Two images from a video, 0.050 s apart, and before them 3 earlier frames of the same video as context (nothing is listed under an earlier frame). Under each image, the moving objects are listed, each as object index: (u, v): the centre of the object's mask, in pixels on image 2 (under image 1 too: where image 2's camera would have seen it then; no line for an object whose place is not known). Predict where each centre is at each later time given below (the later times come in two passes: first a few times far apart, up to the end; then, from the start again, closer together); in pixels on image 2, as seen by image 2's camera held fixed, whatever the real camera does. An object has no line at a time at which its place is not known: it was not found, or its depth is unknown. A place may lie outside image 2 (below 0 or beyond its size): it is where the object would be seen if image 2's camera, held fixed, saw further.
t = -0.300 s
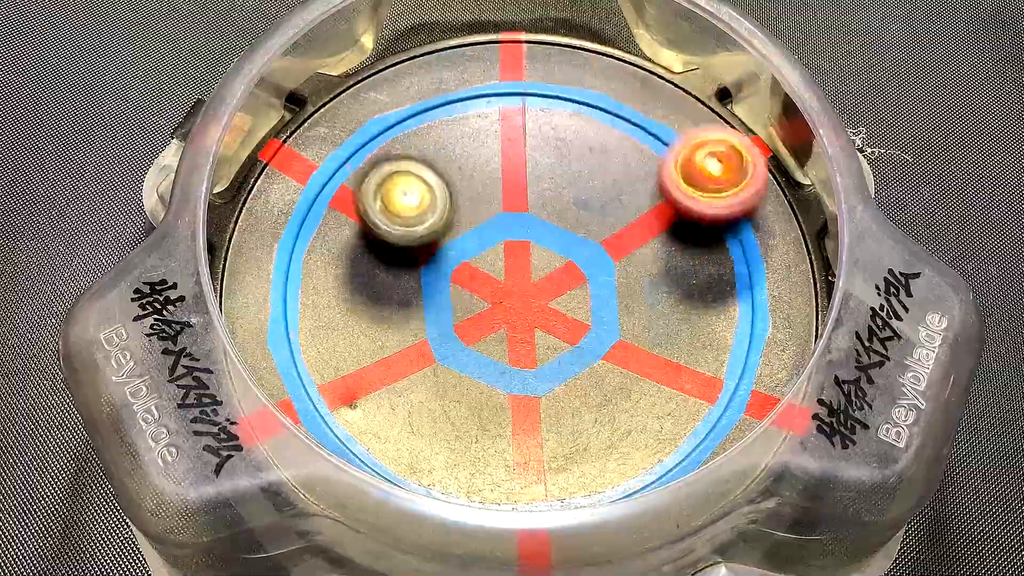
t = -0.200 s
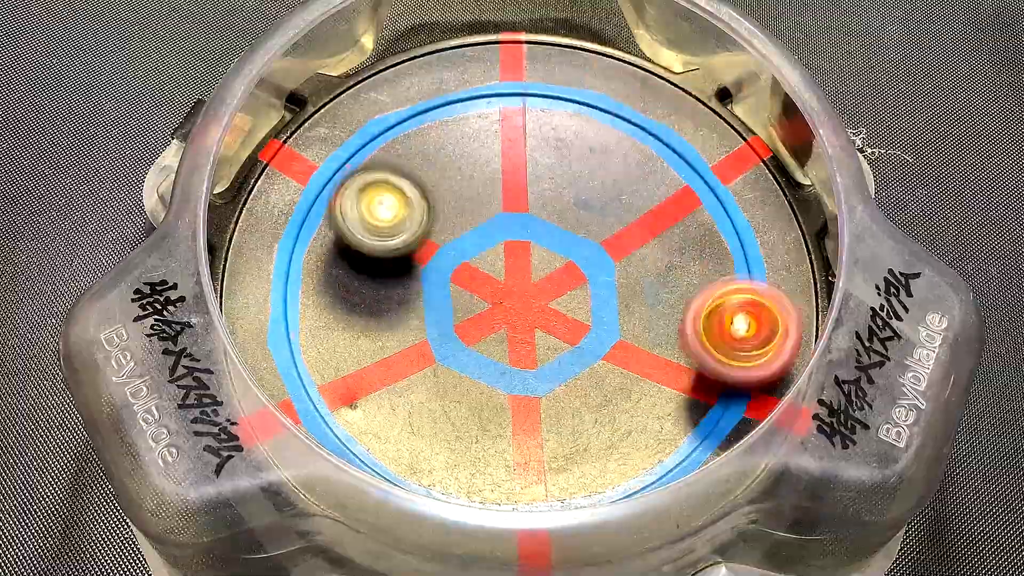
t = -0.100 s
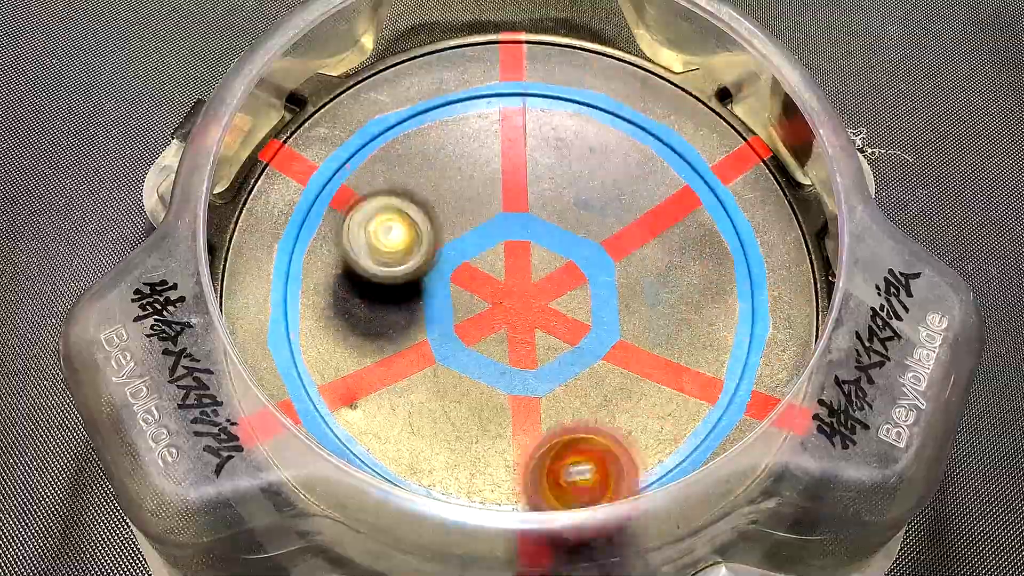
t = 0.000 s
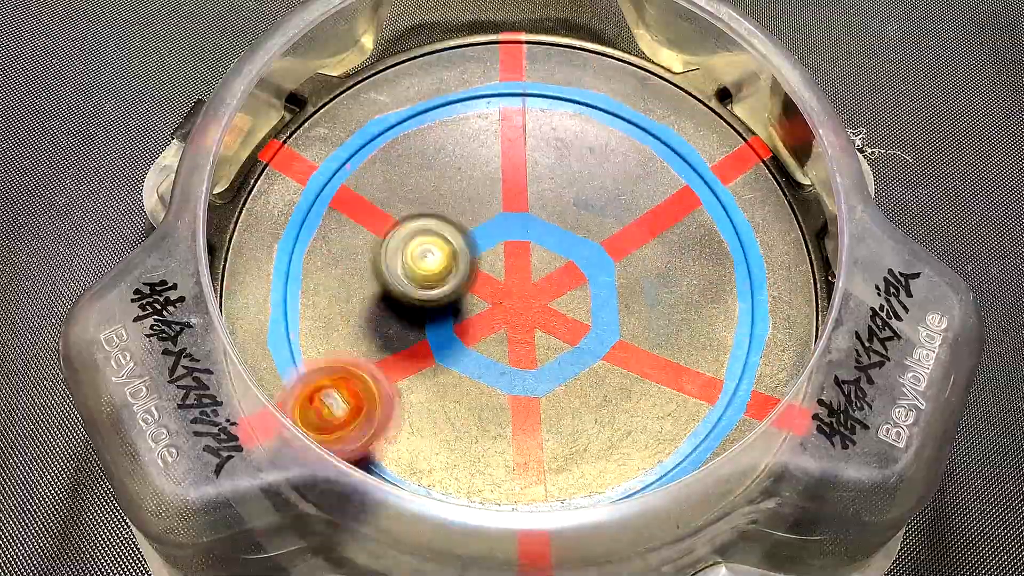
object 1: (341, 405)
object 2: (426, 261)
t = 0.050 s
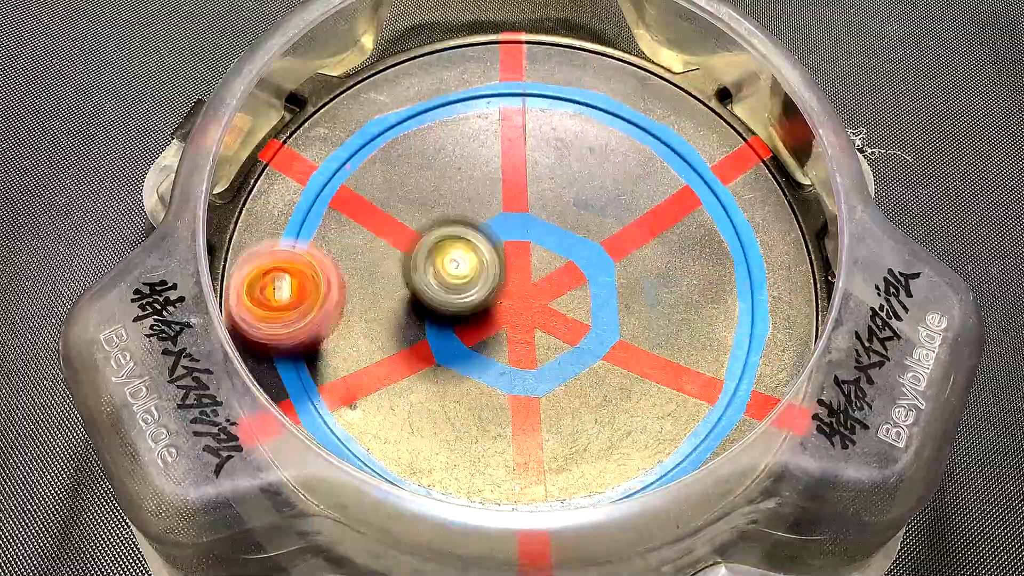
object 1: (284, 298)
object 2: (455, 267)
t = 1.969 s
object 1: (550, 96)
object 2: (537, 504)
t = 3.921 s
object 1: (643, 401)
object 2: (621, 76)
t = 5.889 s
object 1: (598, 169)
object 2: (365, 194)
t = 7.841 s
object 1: (522, 262)
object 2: (459, 343)
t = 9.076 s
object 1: (490, 285)
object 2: (579, 199)
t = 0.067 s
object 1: (285, 256)
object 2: (463, 269)
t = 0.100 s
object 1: (317, 174)
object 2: (485, 270)
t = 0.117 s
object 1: (345, 140)
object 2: (494, 270)
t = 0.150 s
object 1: (420, 94)
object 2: (515, 270)
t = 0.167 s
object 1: (462, 81)
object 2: (524, 270)
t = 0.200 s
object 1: (559, 83)
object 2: (543, 265)
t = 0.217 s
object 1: (603, 96)
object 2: (550, 262)
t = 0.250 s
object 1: (678, 144)
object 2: (567, 256)
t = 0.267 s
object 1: (710, 180)
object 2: (573, 254)
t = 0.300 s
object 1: (743, 265)
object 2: (584, 248)
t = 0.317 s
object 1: (743, 312)
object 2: (588, 246)
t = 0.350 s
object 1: (708, 397)
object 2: (595, 238)
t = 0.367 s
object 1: (672, 432)
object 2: (596, 235)
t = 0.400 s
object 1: (584, 468)
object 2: (596, 230)
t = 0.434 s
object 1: (479, 471)
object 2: (596, 224)
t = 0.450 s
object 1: (432, 459)
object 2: (594, 219)
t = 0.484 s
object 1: (346, 410)
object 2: (590, 215)
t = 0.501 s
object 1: (313, 372)
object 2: (588, 213)
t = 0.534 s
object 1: (286, 286)
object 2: (579, 208)
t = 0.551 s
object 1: (292, 242)
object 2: (575, 206)
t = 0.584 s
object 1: (331, 165)
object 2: (566, 203)
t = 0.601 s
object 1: (361, 134)
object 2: (561, 204)
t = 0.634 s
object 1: (439, 92)
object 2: (551, 200)
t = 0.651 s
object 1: (482, 85)
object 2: (546, 199)
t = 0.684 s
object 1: (572, 90)
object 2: (536, 197)
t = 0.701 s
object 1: (617, 105)
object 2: (531, 199)
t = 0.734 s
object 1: (689, 153)
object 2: (525, 201)
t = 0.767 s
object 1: (736, 227)
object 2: (520, 203)
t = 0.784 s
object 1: (747, 268)
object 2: (518, 204)
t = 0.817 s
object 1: (739, 355)
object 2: (517, 208)
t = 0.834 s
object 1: (717, 393)
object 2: (517, 211)
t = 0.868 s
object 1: (643, 450)
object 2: (518, 219)
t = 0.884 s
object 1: (599, 465)
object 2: (519, 224)
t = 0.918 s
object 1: (497, 475)
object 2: (523, 231)
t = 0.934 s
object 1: (450, 465)
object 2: (526, 235)
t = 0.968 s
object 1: (362, 422)
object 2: (535, 247)
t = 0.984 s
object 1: (327, 387)
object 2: (542, 255)
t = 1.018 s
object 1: (292, 306)
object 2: (559, 268)
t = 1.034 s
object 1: (292, 262)
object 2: (569, 273)
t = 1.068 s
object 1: (322, 183)
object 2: (590, 282)
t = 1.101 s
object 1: (380, 125)
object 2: (615, 286)
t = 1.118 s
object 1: (417, 104)
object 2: (625, 286)
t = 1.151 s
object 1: (500, 83)
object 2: (648, 281)
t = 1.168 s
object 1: (545, 85)
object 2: (660, 275)
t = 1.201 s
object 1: (629, 108)
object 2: (677, 261)
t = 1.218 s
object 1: (665, 128)
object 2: (684, 251)
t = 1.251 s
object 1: (721, 107)
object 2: (681, 310)
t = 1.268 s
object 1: (724, 97)
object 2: (675, 368)
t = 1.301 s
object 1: (706, 97)
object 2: (657, 444)
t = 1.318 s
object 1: (690, 105)
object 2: (643, 465)
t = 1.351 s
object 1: (656, 132)
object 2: (611, 491)
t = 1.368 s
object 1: (639, 150)
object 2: (587, 497)
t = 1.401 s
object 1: (600, 175)
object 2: (537, 497)
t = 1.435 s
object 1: (559, 198)
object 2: (493, 482)
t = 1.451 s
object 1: (536, 206)
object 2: (467, 471)
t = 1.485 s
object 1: (490, 221)
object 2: (435, 443)
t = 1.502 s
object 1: (469, 228)
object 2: (418, 431)
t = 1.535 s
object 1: (427, 237)
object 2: (396, 407)
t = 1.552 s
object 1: (407, 241)
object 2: (385, 389)
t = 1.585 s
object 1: (366, 244)
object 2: (368, 363)
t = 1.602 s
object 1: (348, 245)
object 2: (362, 353)
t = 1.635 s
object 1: (307, 207)
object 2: (368, 368)
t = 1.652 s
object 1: (301, 186)
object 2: (372, 381)
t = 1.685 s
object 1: (322, 163)
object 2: (383, 406)
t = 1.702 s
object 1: (335, 156)
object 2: (388, 421)
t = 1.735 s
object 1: (361, 145)
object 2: (397, 443)
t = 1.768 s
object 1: (389, 133)
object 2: (417, 461)
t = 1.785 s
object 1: (402, 127)
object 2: (427, 468)
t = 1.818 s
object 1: (431, 117)
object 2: (453, 482)
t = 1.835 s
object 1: (445, 111)
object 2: (463, 488)
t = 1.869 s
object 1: (469, 103)
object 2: (485, 497)
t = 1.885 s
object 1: (483, 99)
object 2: (498, 507)
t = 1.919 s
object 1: (510, 91)
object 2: (515, 509)
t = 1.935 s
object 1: (523, 90)
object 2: (520, 507)
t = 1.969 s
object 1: (550, 96)
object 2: (537, 504)
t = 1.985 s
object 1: (563, 103)
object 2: (545, 497)
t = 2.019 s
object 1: (585, 122)
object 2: (554, 481)
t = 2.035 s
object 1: (594, 135)
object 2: (561, 471)
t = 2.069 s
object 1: (607, 167)
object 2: (576, 444)
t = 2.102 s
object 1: (612, 203)
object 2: (586, 410)
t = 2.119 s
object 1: (612, 223)
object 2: (585, 392)
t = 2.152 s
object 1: (606, 261)
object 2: (583, 360)
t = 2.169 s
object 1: (605, 256)
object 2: (572, 374)
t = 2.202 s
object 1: (600, 243)
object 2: (544, 396)
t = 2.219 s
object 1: (595, 238)
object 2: (532, 406)
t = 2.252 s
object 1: (582, 232)
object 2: (507, 428)
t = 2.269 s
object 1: (575, 230)
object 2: (498, 436)
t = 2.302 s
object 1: (556, 231)
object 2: (477, 452)
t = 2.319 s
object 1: (544, 234)
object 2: (474, 460)
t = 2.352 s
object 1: (514, 238)
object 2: (463, 470)
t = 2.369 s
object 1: (499, 240)
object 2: (460, 473)
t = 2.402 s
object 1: (467, 241)
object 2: (463, 467)
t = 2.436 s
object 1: (435, 236)
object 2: (465, 455)
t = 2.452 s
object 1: (420, 233)
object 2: (470, 452)
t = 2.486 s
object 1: (393, 224)
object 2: (471, 437)
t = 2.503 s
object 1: (380, 218)
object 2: (475, 433)
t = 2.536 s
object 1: (359, 203)
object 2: (474, 420)
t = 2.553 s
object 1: (352, 194)
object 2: (475, 415)
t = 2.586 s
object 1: (341, 178)
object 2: (473, 398)
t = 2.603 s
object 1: (337, 168)
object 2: (471, 395)
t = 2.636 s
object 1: (346, 155)
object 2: (464, 378)
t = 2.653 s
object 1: (358, 153)
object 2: (461, 371)
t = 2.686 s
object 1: (383, 150)
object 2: (452, 356)
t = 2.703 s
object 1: (396, 149)
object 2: (446, 350)
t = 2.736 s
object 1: (422, 144)
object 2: (434, 335)
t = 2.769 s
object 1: (450, 141)
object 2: (417, 323)
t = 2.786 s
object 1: (465, 143)
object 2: (414, 317)
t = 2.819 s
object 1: (497, 153)
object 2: (397, 309)
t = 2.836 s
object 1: (512, 160)
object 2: (393, 305)
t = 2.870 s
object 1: (538, 180)
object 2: (377, 300)
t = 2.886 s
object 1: (551, 193)
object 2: (373, 297)
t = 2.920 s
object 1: (571, 222)
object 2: (361, 295)
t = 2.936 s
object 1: (578, 238)
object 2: (356, 295)
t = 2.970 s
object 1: (590, 272)
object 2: (347, 297)
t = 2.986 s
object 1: (593, 290)
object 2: (344, 299)
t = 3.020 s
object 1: (592, 327)
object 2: (341, 307)
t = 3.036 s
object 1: (590, 346)
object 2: (343, 310)
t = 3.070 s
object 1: (578, 381)
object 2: (351, 316)
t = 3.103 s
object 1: (558, 412)
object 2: (364, 321)
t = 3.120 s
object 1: (545, 426)
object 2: (374, 321)
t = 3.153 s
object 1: (516, 442)
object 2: (393, 319)
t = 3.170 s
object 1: (499, 448)
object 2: (406, 315)
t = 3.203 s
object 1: (463, 456)
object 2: (426, 307)
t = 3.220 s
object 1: (443, 470)
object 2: (438, 298)
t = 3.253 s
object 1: (409, 455)
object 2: (459, 283)
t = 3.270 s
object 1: (400, 437)
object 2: (466, 274)
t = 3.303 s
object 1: (372, 412)
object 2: (482, 254)
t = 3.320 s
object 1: (360, 398)
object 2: (488, 244)
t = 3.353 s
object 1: (339, 364)
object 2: (496, 225)
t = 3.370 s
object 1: (331, 348)
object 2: (500, 214)
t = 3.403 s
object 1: (313, 308)
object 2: (505, 199)
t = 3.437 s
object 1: (308, 268)
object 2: (506, 180)
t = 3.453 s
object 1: (309, 248)
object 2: (506, 172)
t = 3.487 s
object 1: (322, 212)
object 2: (501, 157)
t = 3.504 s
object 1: (334, 195)
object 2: (498, 148)
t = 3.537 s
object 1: (362, 169)
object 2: (492, 139)
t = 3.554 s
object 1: (380, 157)
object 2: (483, 132)
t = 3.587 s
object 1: (395, 152)
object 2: (499, 110)
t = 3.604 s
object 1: (403, 154)
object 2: (509, 98)
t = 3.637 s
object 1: (424, 160)
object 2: (522, 76)
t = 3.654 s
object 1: (436, 166)
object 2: (529, 76)
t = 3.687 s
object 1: (466, 180)
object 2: (540, 75)
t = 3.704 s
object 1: (483, 189)
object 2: (548, 78)
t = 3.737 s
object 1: (518, 213)
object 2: (556, 74)
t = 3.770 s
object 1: (552, 242)
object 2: (567, 70)
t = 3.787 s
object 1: (568, 257)
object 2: (572, 76)
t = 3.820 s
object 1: (597, 291)
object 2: (582, 73)
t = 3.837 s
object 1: (609, 310)
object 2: (591, 75)
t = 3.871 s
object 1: (629, 345)
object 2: (601, 74)
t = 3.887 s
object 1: (636, 364)
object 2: (610, 75)
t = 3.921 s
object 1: (643, 401)
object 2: (621, 76)
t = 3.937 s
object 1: (645, 418)
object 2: (626, 72)
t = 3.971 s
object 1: (638, 446)
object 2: (640, 78)
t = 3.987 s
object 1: (630, 456)
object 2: (645, 76)
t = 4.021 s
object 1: (604, 463)
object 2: (659, 79)
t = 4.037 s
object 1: (588, 466)
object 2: (665, 84)
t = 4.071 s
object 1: (555, 471)
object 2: (674, 91)
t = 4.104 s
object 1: (524, 468)
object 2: (682, 100)
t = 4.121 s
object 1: (507, 465)
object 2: (686, 107)
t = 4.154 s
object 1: (476, 457)
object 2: (693, 116)
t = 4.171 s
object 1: (462, 453)
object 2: (698, 120)
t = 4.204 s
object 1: (434, 441)
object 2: (705, 133)
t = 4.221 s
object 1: (420, 430)
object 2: (710, 137)
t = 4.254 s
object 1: (401, 403)
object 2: (717, 149)
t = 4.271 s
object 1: (395, 389)
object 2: (718, 152)
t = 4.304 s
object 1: (392, 356)
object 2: (723, 163)
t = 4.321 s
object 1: (394, 339)
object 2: (724, 174)
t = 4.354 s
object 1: (405, 307)
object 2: (723, 186)
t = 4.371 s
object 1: (413, 293)
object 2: (721, 191)
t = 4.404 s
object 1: (437, 265)
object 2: (710, 205)
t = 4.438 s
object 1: (464, 241)
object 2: (695, 219)
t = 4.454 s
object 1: (479, 230)
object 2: (687, 225)
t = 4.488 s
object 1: (510, 213)
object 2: (668, 239)
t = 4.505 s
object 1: (528, 206)
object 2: (659, 245)
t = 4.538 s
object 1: (564, 195)
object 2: (643, 262)
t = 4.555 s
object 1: (576, 187)
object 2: (640, 278)
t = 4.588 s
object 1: (592, 165)
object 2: (639, 307)
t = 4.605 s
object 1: (602, 158)
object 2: (640, 323)
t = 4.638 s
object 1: (619, 145)
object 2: (641, 351)
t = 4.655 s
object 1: (627, 139)
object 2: (643, 360)
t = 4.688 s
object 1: (646, 134)
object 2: (645, 383)
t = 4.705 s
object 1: (655, 134)
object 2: (645, 391)
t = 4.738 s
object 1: (673, 137)
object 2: (648, 410)
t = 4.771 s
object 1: (687, 146)
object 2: (650, 423)
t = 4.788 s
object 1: (691, 154)
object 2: (653, 430)
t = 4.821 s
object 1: (703, 171)
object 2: (655, 434)
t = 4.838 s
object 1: (709, 181)
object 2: (659, 435)
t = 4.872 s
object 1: (719, 202)
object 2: (657, 434)
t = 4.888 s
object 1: (722, 216)
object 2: (655, 435)
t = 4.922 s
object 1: (727, 243)
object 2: (649, 431)
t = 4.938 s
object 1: (724, 259)
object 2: (649, 429)
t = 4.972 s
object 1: (712, 290)
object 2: (643, 422)
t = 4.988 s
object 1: (701, 305)
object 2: (636, 418)
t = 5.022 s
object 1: (683, 311)
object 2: (607, 426)
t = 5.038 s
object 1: (680, 298)
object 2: (584, 447)
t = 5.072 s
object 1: (672, 271)
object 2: (538, 471)
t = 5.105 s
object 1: (660, 250)
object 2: (492, 479)
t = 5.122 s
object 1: (653, 241)
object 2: (472, 483)
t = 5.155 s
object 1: (636, 225)
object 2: (447, 484)
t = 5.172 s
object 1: (628, 219)
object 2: (434, 486)
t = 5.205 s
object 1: (611, 207)
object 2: (424, 481)
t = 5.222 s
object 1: (601, 204)
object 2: (415, 474)
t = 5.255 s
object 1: (585, 194)
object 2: (401, 458)
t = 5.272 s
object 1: (577, 189)
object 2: (394, 450)
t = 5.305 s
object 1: (560, 178)
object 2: (379, 437)
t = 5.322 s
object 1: (552, 173)
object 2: (370, 430)
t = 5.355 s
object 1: (535, 162)
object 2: (361, 416)
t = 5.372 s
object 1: (529, 156)
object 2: (358, 410)
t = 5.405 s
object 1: (518, 143)
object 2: (358, 392)
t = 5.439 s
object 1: (507, 132)
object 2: (362, 373)
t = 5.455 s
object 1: (502, 126)
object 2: (365, 358)
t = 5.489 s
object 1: (495, 117)
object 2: (367, 337)
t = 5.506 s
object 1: (491, 113)
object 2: (367, 329)
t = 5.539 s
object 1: (486, 108)
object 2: (369, 313)
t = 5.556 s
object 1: (484, 105)
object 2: (370, 306)
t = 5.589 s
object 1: (482, 105)
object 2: (376, 287)
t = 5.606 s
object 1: (481, 106)
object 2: (379, 281)
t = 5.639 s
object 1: (482, 112)
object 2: (384, 258)
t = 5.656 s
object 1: (482, 116)
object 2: (384, 249)
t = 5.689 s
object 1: (485, 127)
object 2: (387, 233)
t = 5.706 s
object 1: (487, 133)
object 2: (390, 225)
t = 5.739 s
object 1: (491, 147)
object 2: (396, 212)
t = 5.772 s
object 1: (496, 161)
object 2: (400, 199)
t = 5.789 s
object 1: (513, 160)
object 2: (391, 197)
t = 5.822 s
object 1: (545, 161)
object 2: (374, 196)
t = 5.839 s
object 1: (559, 162)
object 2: (368, 198)
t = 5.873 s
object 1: (586, 166)
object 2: (363, 197)
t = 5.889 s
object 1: (598, 169)
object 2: (365, 194)
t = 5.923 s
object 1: (616, 178)
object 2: (371, 193)
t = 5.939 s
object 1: (623, 185)
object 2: (379, 192)
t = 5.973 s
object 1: (633, 205)
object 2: (391, 186)
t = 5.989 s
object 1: (636, 216)
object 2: (398, 183)
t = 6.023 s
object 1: (636, 241)
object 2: (415, 176)
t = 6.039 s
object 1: (634, 255)
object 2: (424, 170)
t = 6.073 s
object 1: (624, 285)
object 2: (442, 165)
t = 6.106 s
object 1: (609, 314)
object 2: (458, 158)
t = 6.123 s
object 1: (598, 328)
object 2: (468, 151)
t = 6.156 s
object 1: (571, 354)
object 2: (483, 144)
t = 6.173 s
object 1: (557, 366)
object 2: (492, 143)
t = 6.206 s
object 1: (526, 386)
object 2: (508, 135)
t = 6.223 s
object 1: (511, 393)
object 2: (513, 131)
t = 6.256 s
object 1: (477, 405)
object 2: (526, 123)
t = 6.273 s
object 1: (461, 408)
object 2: (533, 118)
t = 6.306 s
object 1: (428, 413)
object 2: (544, 114)
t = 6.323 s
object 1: (412, 412)
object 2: (551, 115)
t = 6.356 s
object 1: (381, 405)
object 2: (560, 110)
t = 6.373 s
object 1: (367, 401)
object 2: (563, 110)
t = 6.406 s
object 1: (342, 388)
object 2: (567, 114)
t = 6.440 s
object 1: (324, 372)
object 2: (572, 119)
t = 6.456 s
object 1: (318, 364)
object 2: (574, 123)
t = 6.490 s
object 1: (314, 348)
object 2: (578, 133)
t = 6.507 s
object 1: (314, 340)
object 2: (581, 137)
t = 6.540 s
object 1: (318, 328)
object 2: (586, 149)
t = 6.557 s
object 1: (322, 322)
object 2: (590, 158)
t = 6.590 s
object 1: (333, 312)
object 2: (596, 172)
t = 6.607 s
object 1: (339, 308)
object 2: (599, 181)
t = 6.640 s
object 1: (352, 301)
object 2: (608, 198)
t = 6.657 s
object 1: (360, 297)
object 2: (612, 206)
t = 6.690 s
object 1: (376, 291)
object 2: (623, 220)
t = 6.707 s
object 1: (383, 288)
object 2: (628, 226)
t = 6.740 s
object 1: (400, 283)
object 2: (639, 242)
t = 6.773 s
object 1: (416, 278)
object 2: (649, 257)
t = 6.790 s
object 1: (425, 276)
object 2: (658, 263)
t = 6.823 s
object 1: (440, 272)
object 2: (669, 270)
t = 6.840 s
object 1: (447, 271)
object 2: (673, 278)
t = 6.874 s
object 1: (459, 268)
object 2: (685, 288)
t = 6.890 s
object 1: (466, 267)
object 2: (689, 291)
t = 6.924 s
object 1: (478, 265)
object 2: (695, 294)
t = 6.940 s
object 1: (483, 264)
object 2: (697, 295)
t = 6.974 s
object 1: (491, 262)
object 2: (698, 299)
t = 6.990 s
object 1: (495, 263)
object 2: (698, 298)
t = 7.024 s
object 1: (504, 261)
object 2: (688, 300)
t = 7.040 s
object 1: (507, 260)
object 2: (685, 303)
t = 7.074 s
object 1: (514, 259)
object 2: (676, 301)
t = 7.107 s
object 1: (522, 257)
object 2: (661, 303)
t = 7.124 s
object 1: (526, 257)
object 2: (651, 307)
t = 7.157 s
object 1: (533, 255)
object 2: (635, 311)
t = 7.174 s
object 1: (536, 255)
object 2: (623, 313)
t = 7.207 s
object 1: (533, 244)
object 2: (606, 328)
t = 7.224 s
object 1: (531, 239)
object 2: (597, 335)
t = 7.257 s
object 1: (529, 226)
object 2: (580, 344)
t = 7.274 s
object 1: (530, 220)
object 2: (571, 353)
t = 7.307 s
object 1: (533, 209)
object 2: (560, 365)
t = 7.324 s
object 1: (535, 204)
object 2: (550, 367)
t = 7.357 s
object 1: (539, 196)
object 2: (535, 383)
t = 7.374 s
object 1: (543, 192)
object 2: (531, 387)
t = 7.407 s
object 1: (547, 186)
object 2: (512, 396)
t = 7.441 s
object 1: (550, 184)
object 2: (503, 407)
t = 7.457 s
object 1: (550, 184)
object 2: (494, 408)
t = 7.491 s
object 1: (550, 187)
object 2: (483, 422)
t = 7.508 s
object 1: (551, 188)
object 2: (480, 423)
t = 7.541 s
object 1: (551, 193)
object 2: (468, 430)
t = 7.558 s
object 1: (550, 198)
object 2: (468, 435)
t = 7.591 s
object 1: (549, 206)
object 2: (463, 433)
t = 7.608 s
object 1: (549, 209)
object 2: (463, 435)
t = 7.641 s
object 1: (549, 219)
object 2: (464, 428)
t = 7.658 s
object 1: (548, 224)
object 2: (463, 428)
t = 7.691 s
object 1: (548, 233)
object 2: (468, 421)
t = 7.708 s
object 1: (547, 237)
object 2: (466, 413)
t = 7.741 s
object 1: (544, 245)
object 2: (469, 402)
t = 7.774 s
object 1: (539, 251)
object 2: (467, 381)
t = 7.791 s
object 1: (536, 254)
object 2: (465, 375)
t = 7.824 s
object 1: (528, 260)
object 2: (464, 351)
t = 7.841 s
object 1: (522, 262)
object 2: (459, 343)
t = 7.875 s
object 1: (527, 254)
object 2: (445, 335)
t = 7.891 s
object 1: (530, 250)
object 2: (430, 338)
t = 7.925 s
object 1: (533, 244)
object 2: (418, 329)
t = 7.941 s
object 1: (535, 241)
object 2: (407, 332)
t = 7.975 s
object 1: (536, 239)
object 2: (393, 326)
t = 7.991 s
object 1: (535, 239)
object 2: (386, 328)
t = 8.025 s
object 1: (535, 239)
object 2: (375, 321)
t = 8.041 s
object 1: (536, 239)
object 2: (370, 324)
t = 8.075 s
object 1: (536, 240)
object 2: (361, 319)
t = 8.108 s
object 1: (537, 240)
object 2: (360, 316)
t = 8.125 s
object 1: (537, 241)
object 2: (358, 317)
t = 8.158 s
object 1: (537, 241)
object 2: (364, 313)
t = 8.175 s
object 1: (537, 242)
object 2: (366, 314)
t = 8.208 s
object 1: (538, 243)
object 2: (374, 309)
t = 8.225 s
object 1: (538, 243)
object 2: (380, 309)
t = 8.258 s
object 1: (539, 245)
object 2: (389, 302)
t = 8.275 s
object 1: (540, 245)
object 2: (398, 300)
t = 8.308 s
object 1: (540, 245)
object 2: (412, 292)
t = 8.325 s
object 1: (540, 246)
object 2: (422, 286)
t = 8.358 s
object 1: (541, 248)
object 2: (437, 277)
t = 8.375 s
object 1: (543, 249)
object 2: (443, 270)
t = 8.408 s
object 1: (572, 247)
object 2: (437, 262)
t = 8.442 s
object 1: (602, 250)
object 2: (429, 254)
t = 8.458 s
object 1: (617, 250)
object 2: (430, 245)
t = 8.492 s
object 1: (644, 257)
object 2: (430, 237)
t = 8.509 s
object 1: (658, 262)
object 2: (427, 229)
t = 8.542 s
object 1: (683, 274)
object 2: (428, 221)
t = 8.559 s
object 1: (694, 280)
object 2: (427, 221)
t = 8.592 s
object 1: (718, 294)
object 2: (430, 214)
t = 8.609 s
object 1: (729, 303)
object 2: (434, 211)
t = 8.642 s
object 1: (747, 319)
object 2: (438, 210)
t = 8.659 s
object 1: (748, 326)
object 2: (438, 208)
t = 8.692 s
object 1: (730, 337)
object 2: (446, 206)
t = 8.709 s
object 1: (719, 344)
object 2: (448, 207)
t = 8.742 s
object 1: (696, 353)
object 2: (458, 204)
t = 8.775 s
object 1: (673, 359)
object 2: (466, 208)
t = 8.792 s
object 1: (661, 360)
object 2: (471, 209)
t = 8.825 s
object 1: (635, 361)
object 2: (485, 210)
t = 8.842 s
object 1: (623, 361)
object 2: (492, 212)
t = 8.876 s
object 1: (597, 358)
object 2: (506, 212)
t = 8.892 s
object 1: (585, 357)
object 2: (511, 211)
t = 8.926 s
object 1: (561, 348)
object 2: (524, 210)
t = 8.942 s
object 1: (552, 343)
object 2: (529, 212)
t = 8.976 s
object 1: (533, 327)
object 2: (542, 209)
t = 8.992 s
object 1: (525, 318)
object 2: (550, 210)
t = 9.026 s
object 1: (512, 297)
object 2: (560, 212)
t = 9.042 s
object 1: (507, 290)
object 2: (566, 208)
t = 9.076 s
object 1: (490, 285)
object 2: (579, 199)
